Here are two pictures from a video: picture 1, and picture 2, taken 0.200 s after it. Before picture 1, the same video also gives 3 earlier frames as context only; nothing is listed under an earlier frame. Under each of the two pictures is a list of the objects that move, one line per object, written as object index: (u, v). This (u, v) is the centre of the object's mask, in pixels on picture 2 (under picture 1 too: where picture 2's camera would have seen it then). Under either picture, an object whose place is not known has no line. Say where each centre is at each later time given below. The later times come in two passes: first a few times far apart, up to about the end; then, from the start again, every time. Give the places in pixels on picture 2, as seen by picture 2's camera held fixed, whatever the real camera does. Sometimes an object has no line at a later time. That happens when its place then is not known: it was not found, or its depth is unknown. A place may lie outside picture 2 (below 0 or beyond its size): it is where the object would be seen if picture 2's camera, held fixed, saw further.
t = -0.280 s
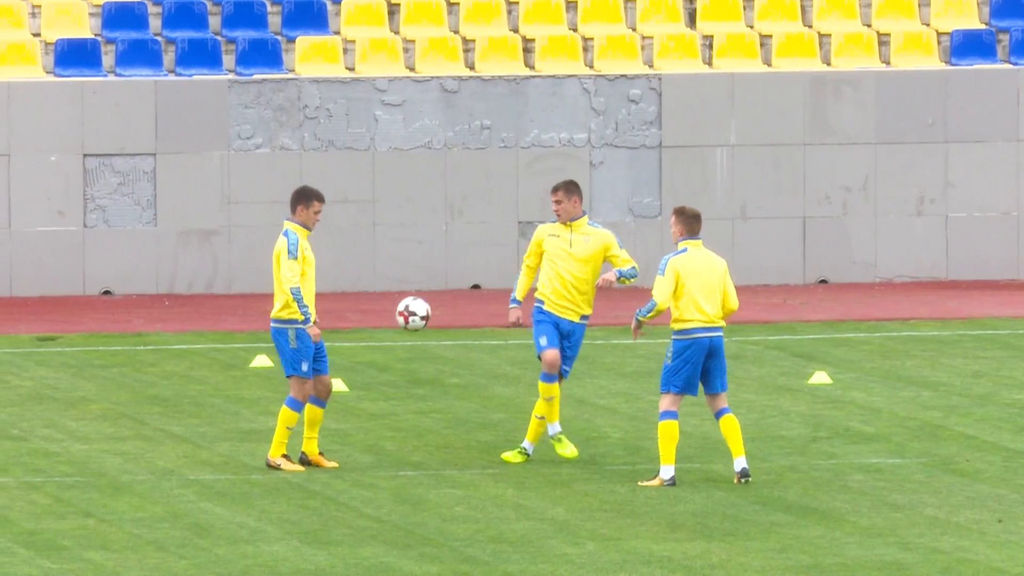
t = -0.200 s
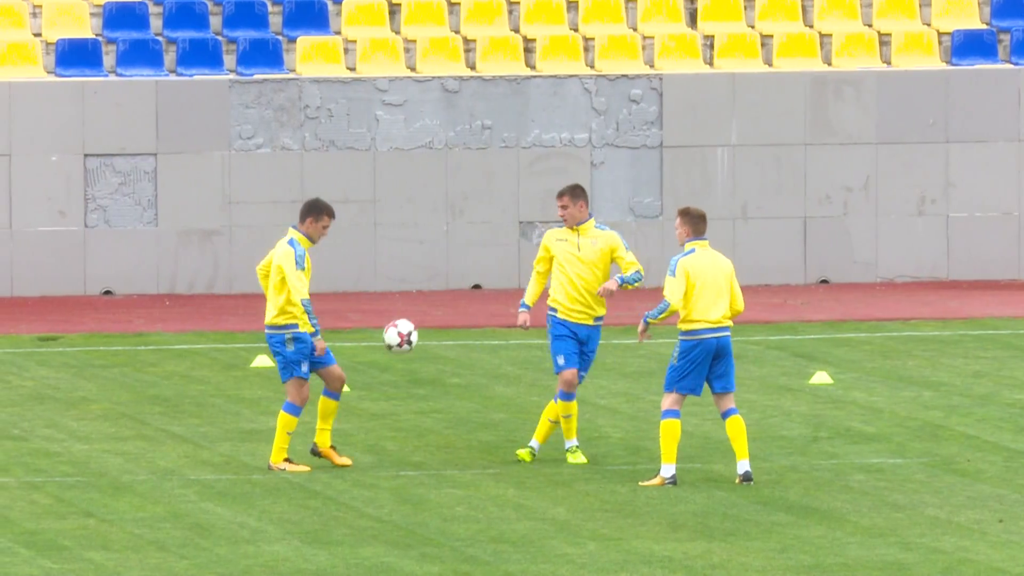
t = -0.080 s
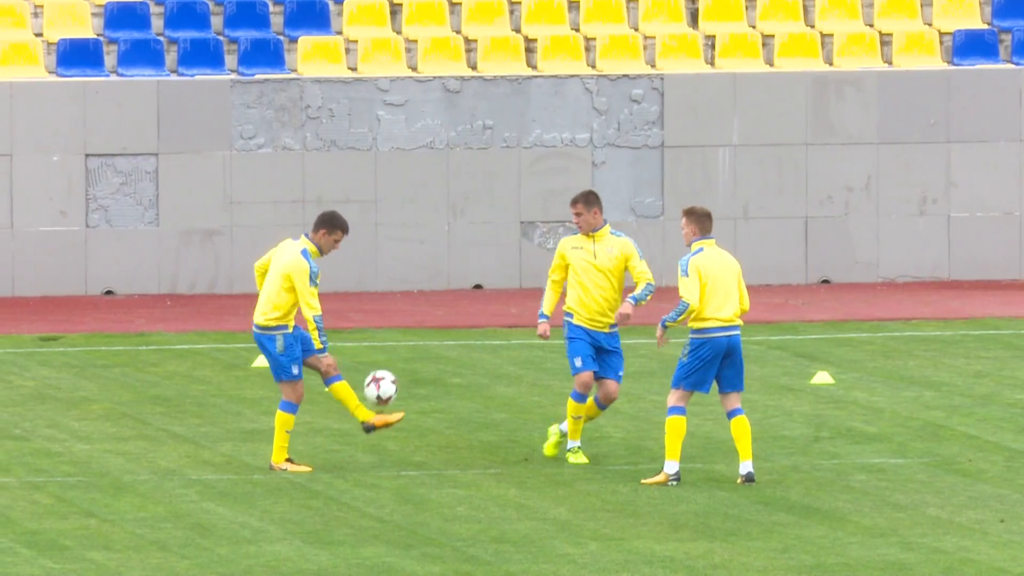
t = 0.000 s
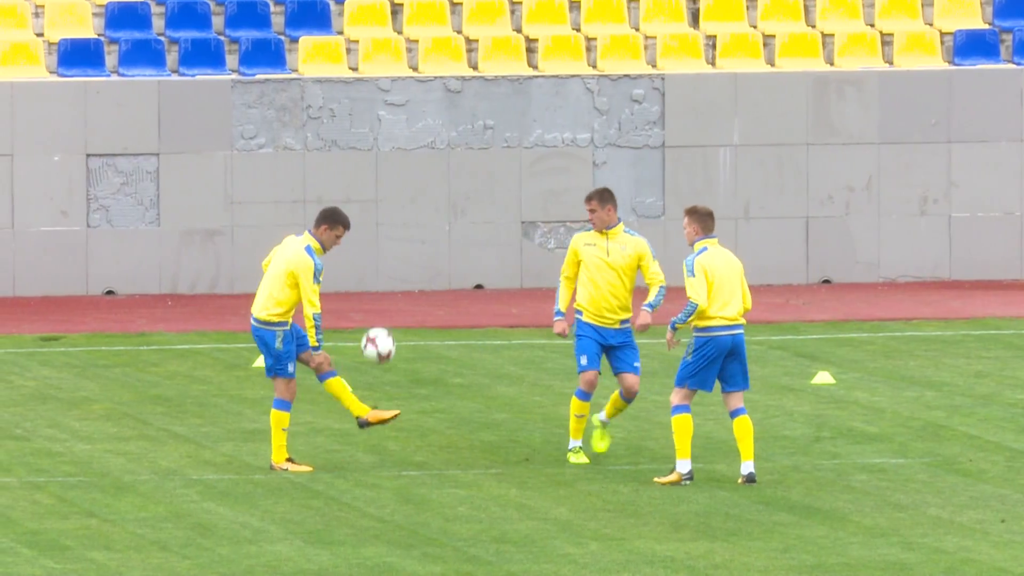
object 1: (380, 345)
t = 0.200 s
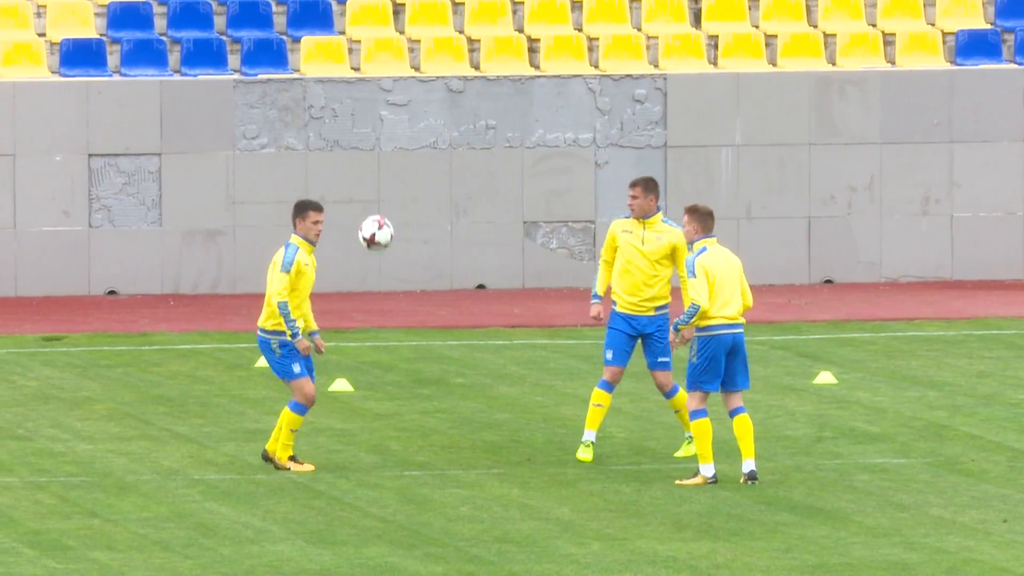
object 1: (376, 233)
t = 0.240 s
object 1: (375, 217)
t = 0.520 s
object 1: (373, 174)
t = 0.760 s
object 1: (373, 231)
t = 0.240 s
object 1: (375, 217)
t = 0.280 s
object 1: (375, 203)
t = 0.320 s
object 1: (374, 193)
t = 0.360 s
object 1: (374, 184)
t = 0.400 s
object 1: (373, 178)
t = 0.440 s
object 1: (373, 174)
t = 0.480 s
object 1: (373, 173)
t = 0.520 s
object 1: (373, 174)
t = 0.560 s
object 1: (372, 177)
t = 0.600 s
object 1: (372, 182)
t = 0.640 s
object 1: (372, 191)
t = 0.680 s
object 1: (372, 201)
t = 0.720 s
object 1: (373, 215)
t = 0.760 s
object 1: (373, 231)
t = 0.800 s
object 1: (373, 248)
